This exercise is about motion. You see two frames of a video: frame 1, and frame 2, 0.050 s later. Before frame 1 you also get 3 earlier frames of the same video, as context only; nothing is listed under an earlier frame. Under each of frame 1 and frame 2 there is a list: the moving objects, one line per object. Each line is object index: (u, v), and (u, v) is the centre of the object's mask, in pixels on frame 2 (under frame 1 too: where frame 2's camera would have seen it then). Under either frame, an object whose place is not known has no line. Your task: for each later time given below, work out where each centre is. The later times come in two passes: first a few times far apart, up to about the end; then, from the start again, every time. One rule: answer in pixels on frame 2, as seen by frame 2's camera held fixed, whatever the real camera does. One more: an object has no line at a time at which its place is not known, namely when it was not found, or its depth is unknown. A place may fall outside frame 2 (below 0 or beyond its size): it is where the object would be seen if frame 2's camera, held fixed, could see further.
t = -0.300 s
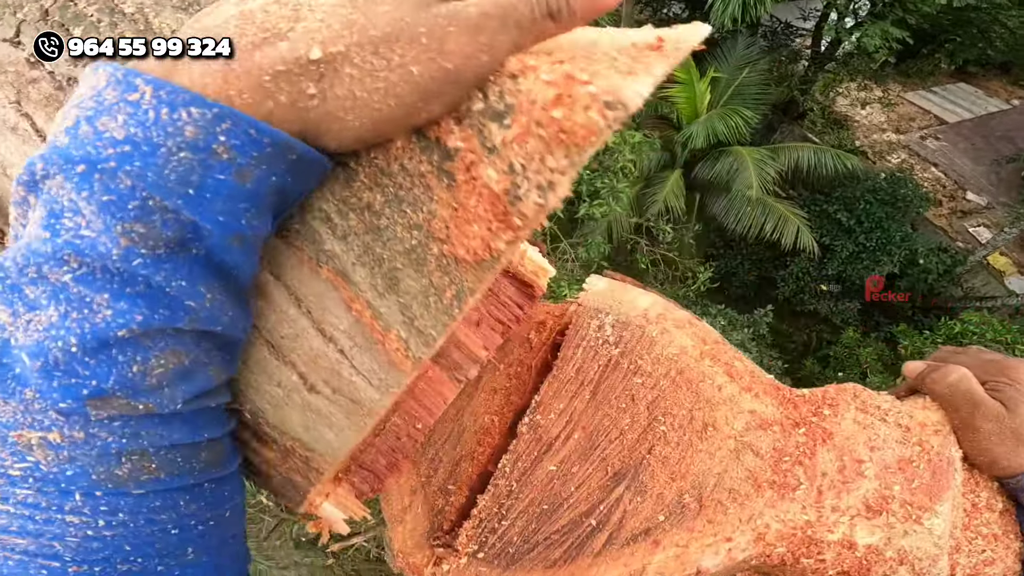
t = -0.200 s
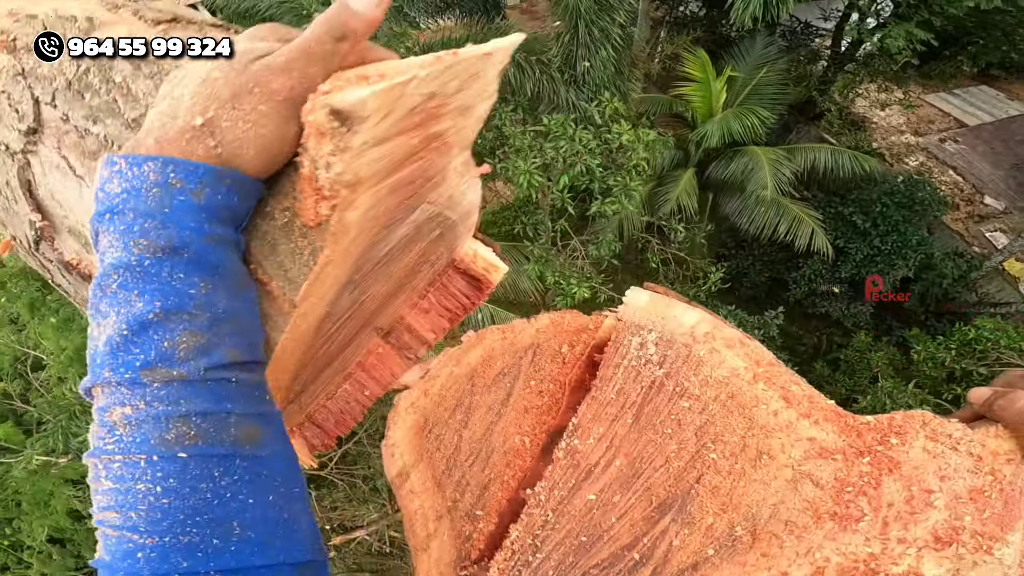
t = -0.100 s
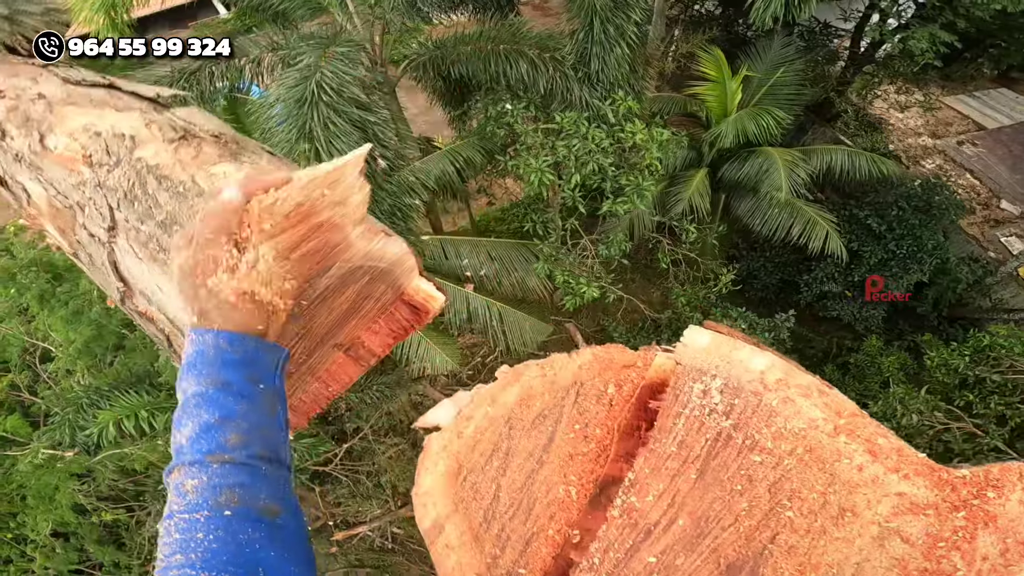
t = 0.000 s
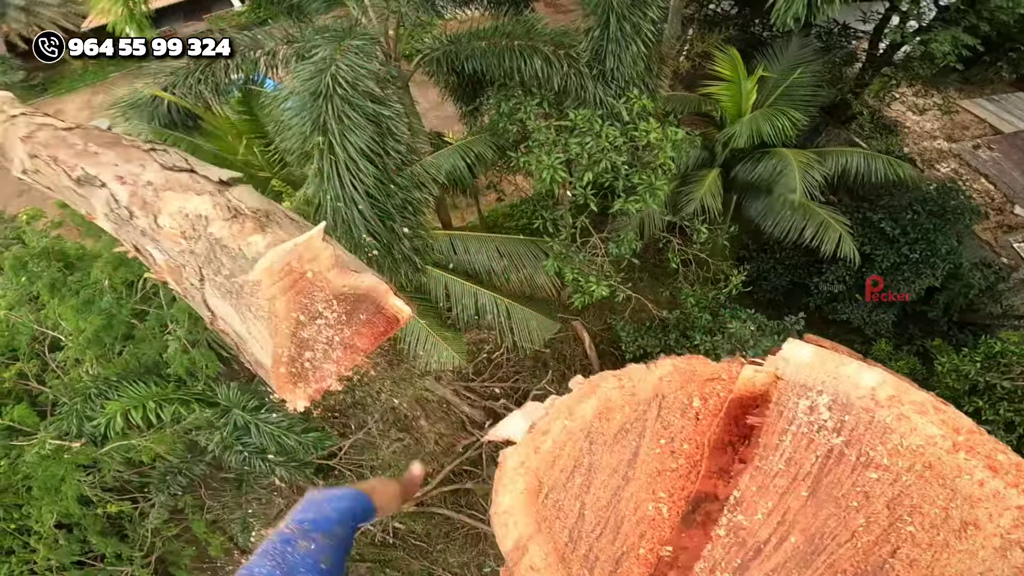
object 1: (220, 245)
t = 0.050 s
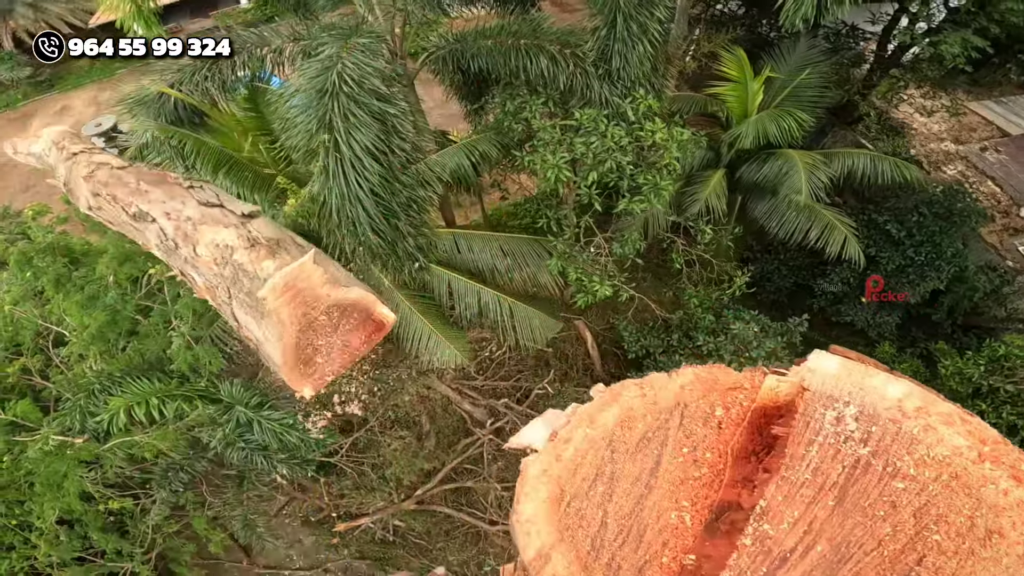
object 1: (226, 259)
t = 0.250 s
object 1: (284, 313)
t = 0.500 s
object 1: (339, 359)
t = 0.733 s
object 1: (364, 377)
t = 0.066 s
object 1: (230, 264)
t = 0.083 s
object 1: (234, 268)
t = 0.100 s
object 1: (239, 274)
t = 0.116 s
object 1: (243, 277)
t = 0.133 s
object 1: (249, 283)
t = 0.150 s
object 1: (254, 288)
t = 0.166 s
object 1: (259, 292)
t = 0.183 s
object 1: (264, 297)
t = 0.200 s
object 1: (269, 301)
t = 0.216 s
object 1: (274, 305)
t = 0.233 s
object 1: (278, 308)
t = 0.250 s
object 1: (284, 313)
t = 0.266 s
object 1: (289, 318)
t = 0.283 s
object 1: (294, 321)
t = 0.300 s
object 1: (298, 325)
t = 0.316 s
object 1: (302, 328)
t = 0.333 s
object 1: (307, 332)
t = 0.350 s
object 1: (311, 335)
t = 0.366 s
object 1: (315, 338)
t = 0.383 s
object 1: (318, 341)
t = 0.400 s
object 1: (322, 344)
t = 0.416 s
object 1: (326, 347)
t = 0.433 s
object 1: (330, 350)
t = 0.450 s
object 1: (333, 353)
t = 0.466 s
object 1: (336, 355)
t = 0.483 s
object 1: (338, 357)
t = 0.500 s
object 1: (339, 359)
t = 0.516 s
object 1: (341, 360)
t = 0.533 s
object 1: (343, 362)
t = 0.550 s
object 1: (345, 364)
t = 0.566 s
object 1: (346, 366)
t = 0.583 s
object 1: (348, 367)
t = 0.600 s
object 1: (350, 369)
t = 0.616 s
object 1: (351, 371)
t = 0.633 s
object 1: (353, 372)
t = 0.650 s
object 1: (354, 374)
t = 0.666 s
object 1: (355, 375)
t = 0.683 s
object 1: (357, 376)
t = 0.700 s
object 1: (359, 376)
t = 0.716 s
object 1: (361, 377)
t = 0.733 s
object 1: (364, 377)
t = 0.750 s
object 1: (366, 378)
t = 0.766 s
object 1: (368, 379)
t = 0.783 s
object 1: (370, 379)
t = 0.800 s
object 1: (372, 379)
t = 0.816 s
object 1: (375, 379)
